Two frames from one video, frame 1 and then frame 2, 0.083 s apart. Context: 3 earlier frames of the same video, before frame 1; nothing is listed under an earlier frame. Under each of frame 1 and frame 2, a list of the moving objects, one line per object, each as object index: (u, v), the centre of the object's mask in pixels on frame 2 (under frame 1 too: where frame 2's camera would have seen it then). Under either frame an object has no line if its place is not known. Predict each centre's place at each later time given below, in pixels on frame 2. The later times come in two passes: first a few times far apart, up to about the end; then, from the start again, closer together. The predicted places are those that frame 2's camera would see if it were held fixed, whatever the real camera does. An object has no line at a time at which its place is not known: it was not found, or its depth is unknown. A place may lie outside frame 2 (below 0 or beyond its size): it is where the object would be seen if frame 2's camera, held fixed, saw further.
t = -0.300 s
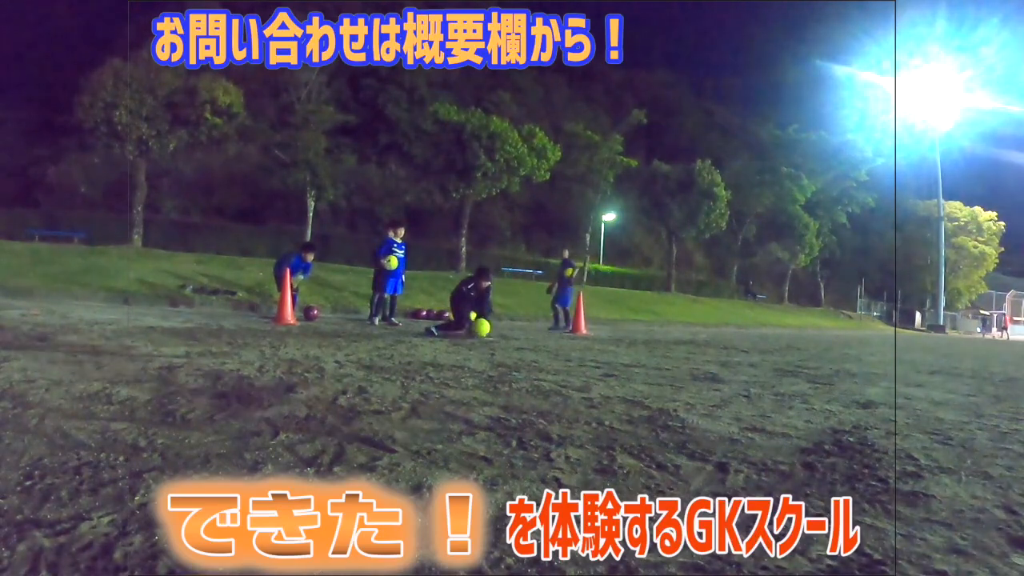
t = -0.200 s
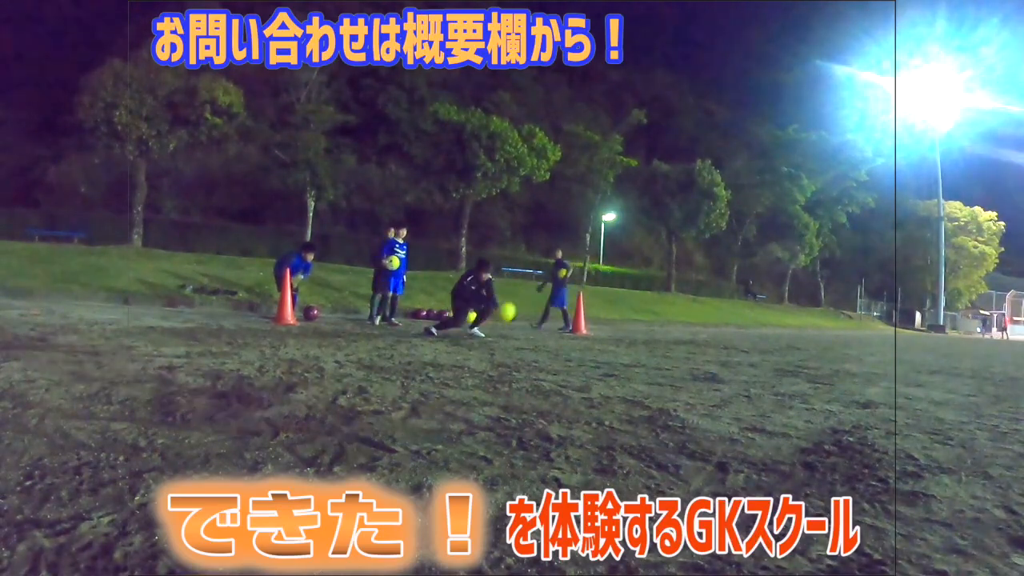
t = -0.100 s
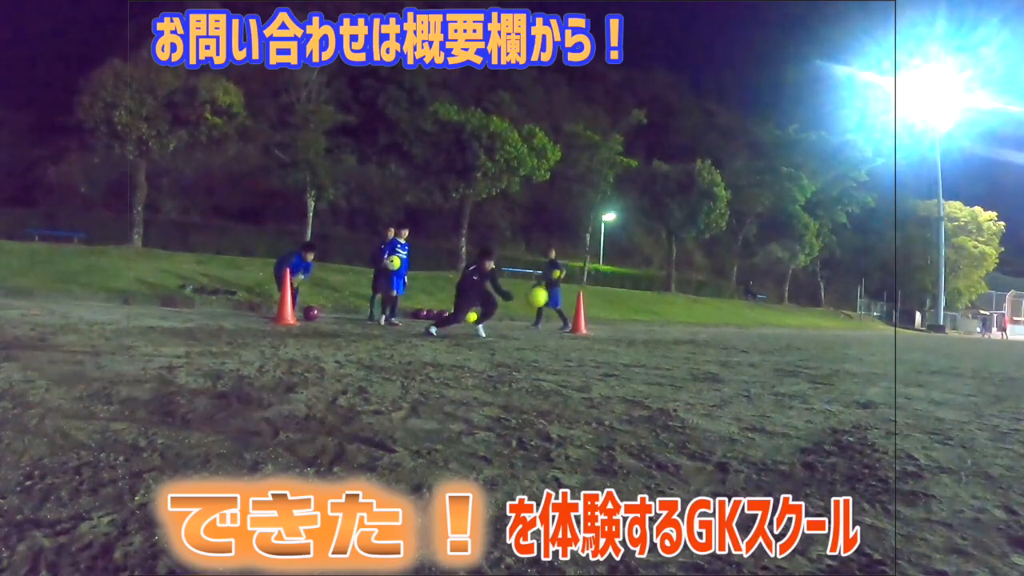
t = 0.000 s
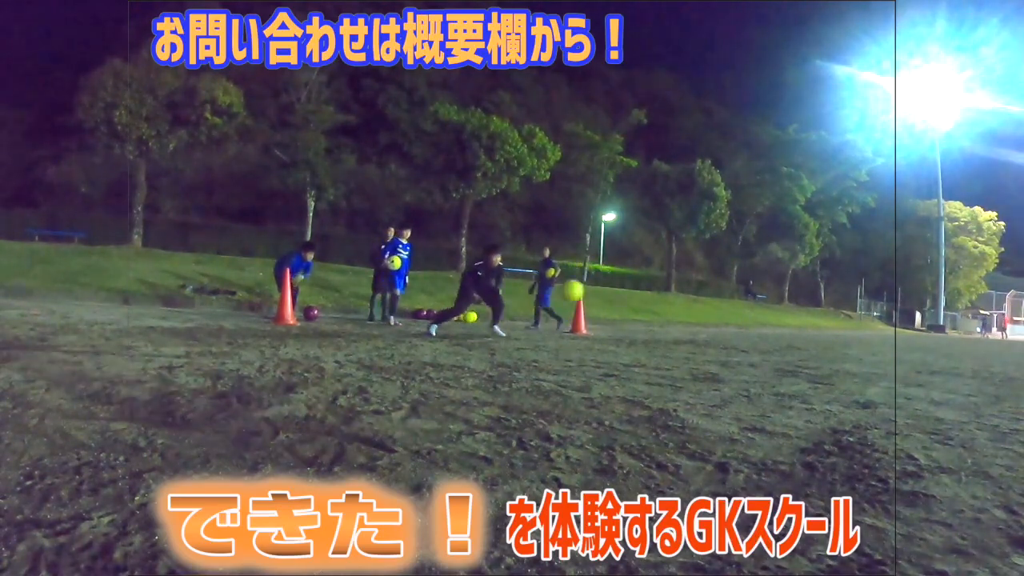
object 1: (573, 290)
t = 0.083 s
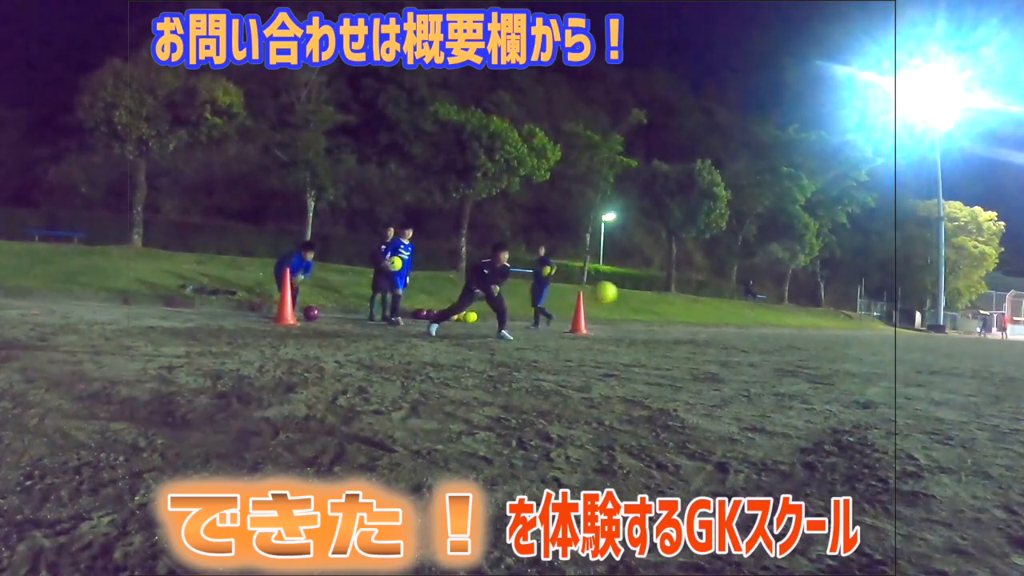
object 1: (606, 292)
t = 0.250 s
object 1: (682, 325)
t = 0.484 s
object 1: (787, 333)
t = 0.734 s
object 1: (898, 343)
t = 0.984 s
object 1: (1014, 358)
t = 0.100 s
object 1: (613, 294)
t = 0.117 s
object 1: (619, 296)
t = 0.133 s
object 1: (626, 298)
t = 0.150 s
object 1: (634, 301)
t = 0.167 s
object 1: (641, 303)
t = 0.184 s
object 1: (649, 307)
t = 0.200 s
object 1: (657, 311)
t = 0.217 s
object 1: (665, 315)
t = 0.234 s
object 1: (673, 320)
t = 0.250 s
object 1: (682, 325)
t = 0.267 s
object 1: (689, 330)
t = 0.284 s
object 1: (698, 335)
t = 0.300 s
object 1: (707, 342)
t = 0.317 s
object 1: (717, 350)
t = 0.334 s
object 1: (726, 357)
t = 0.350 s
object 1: (732, 362)
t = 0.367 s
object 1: (740, 356)
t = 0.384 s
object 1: (746, 353)
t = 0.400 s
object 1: (753, 348)
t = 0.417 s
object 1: (759, 344)
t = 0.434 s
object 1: (766, 341)
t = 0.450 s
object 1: (773, 338)
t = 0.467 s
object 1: (780, 335)
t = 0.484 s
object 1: (787, 333)
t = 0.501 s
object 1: (794, 330)
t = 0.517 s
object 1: (801, 328)
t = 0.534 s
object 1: (809, 326)
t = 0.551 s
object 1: (816, 325)
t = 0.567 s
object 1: (824, 325)
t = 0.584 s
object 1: (831, 324)
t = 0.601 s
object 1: (839, 324)
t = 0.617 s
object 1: (846, 325)
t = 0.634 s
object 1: (853, 326)
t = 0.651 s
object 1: (860, 328)
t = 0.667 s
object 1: (868, 330)
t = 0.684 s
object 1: (875, 332)
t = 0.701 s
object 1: (883, 335)
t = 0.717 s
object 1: (890, 338)
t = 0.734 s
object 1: (898, 343)
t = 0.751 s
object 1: (907, 347)
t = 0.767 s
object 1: (914, 352)
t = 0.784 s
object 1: (922, 357)
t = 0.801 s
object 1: (929, 364)
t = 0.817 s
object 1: (936, 370)
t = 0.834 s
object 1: (944, 377)
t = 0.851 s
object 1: (951, 385)
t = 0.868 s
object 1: (960, 383)
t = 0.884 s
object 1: (968, 378)
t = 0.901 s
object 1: (977, 374)
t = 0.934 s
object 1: (994, 364)
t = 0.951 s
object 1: (1003, 361)
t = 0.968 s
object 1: (1009, 360)
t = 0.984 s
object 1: (1014, 358)
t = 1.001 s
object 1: (1017, 355)
